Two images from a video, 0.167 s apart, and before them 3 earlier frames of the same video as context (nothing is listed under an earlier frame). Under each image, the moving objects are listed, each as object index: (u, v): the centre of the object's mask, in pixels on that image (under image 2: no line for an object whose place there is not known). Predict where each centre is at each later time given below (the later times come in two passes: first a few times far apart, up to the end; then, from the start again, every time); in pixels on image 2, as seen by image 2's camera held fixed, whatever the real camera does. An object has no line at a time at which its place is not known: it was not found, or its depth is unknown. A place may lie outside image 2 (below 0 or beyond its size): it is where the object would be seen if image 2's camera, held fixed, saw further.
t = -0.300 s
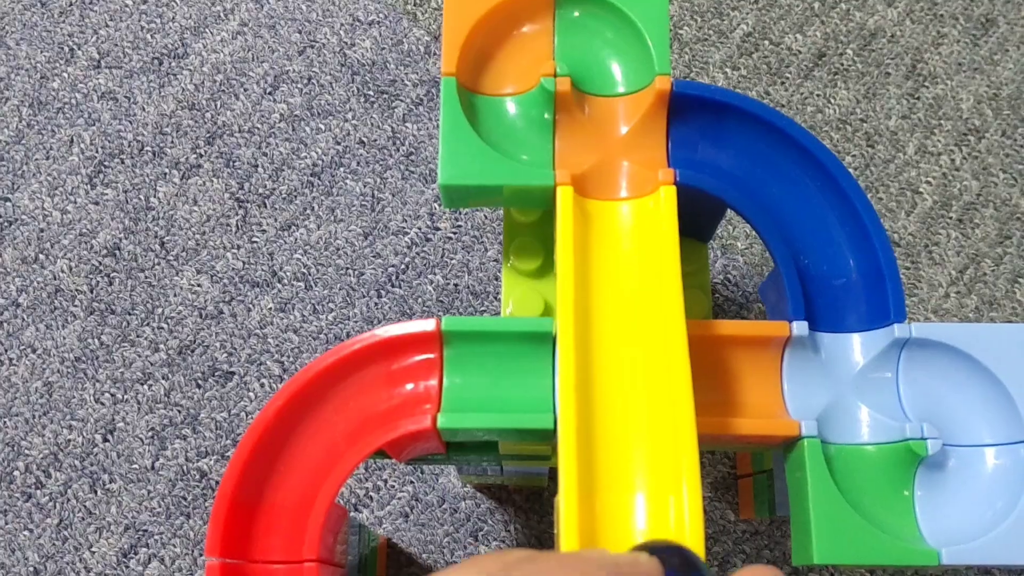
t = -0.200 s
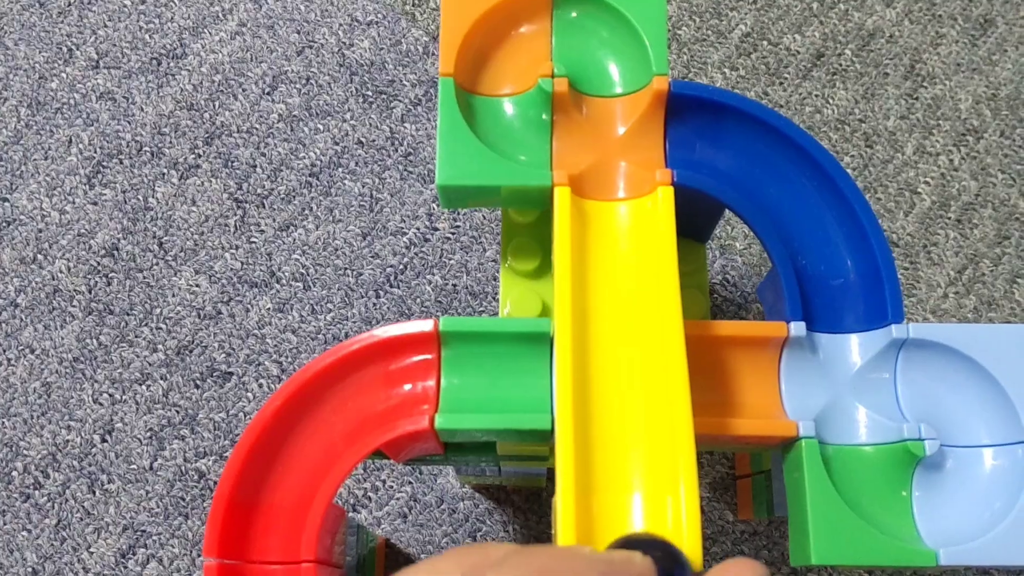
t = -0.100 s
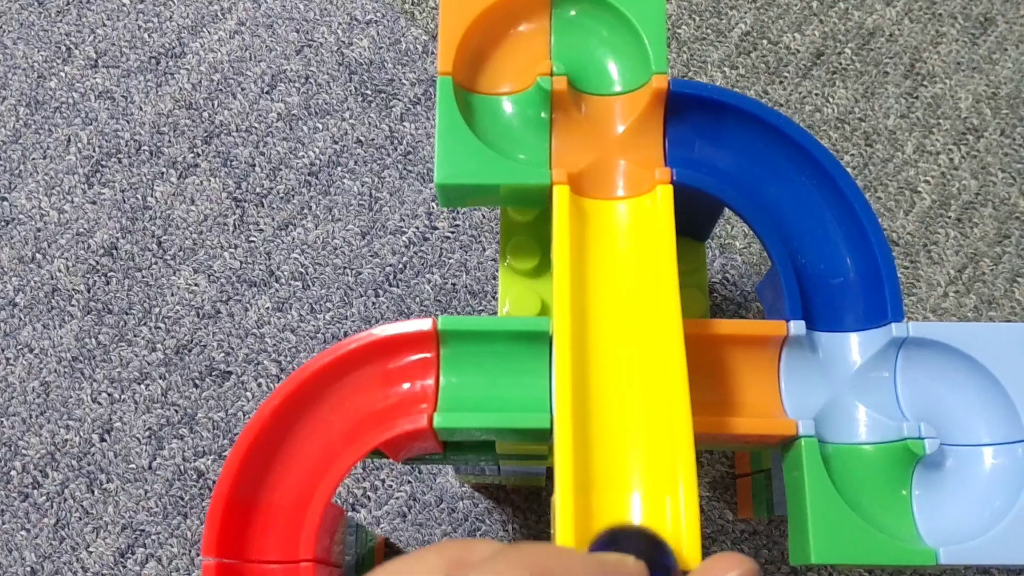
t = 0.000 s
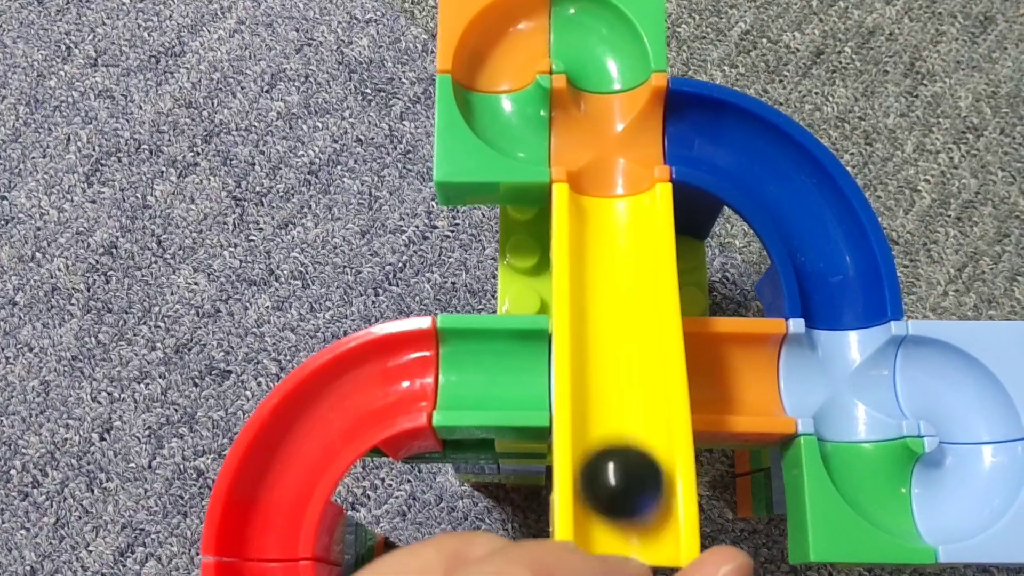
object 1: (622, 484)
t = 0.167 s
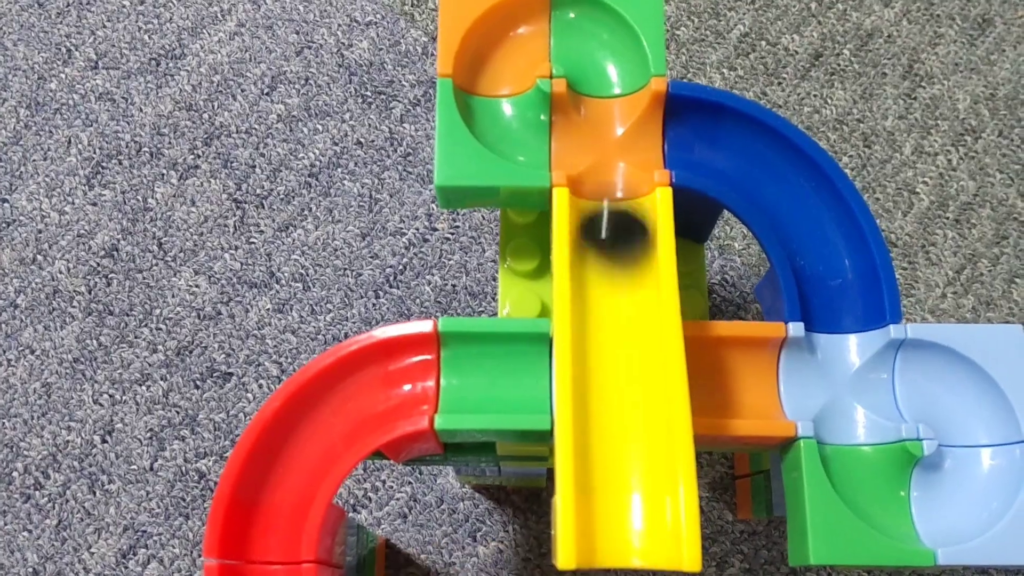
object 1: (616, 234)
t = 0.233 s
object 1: (606, 103)
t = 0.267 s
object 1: (599, 46)
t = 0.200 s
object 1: (612, 171)
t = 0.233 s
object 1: (606, 103)
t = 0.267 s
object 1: (599, 46)
